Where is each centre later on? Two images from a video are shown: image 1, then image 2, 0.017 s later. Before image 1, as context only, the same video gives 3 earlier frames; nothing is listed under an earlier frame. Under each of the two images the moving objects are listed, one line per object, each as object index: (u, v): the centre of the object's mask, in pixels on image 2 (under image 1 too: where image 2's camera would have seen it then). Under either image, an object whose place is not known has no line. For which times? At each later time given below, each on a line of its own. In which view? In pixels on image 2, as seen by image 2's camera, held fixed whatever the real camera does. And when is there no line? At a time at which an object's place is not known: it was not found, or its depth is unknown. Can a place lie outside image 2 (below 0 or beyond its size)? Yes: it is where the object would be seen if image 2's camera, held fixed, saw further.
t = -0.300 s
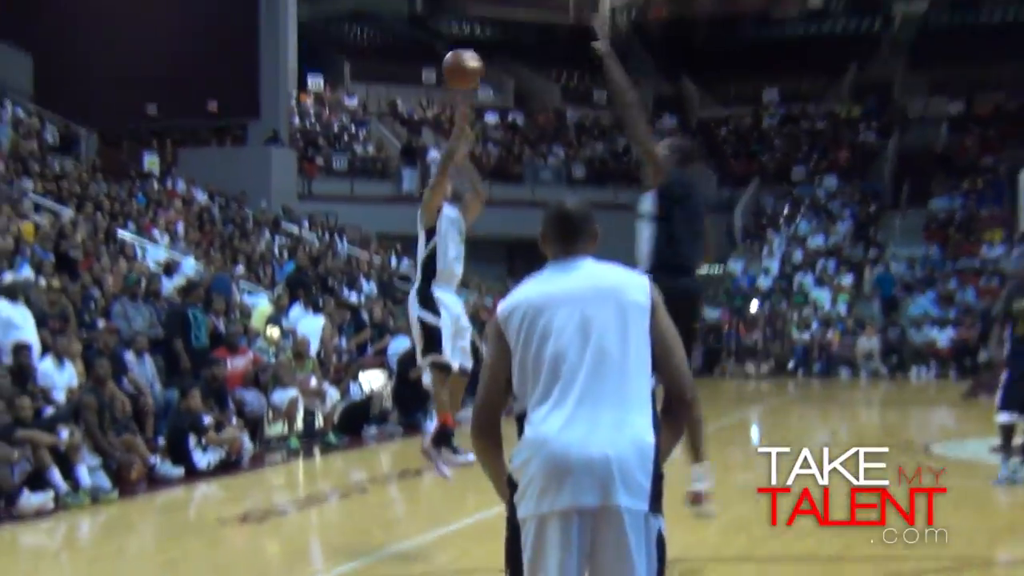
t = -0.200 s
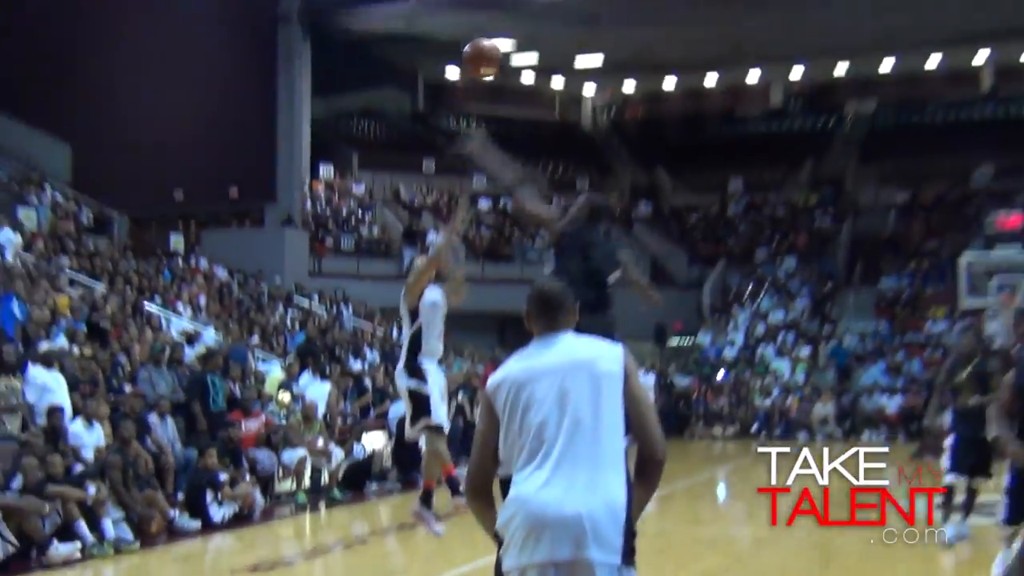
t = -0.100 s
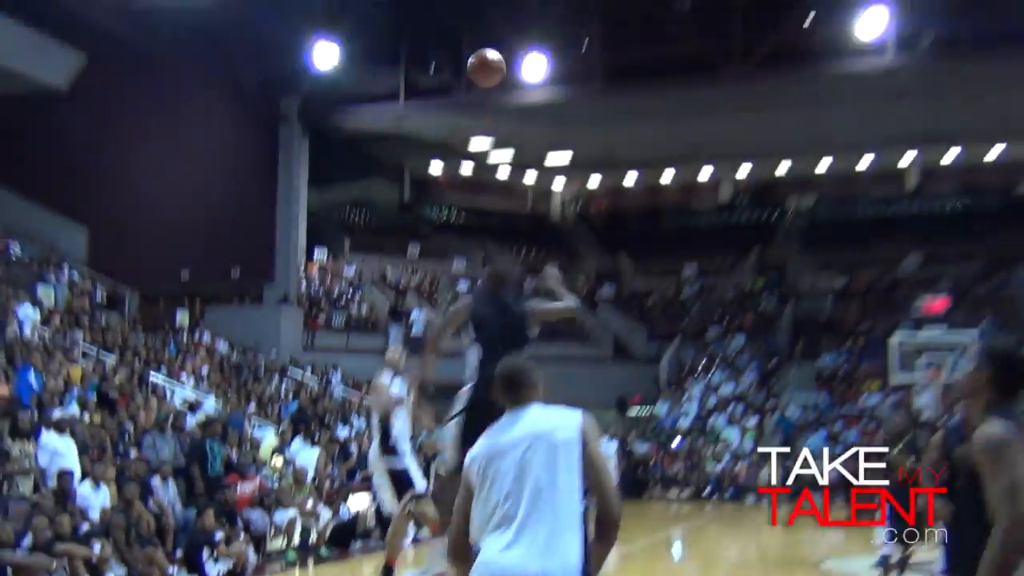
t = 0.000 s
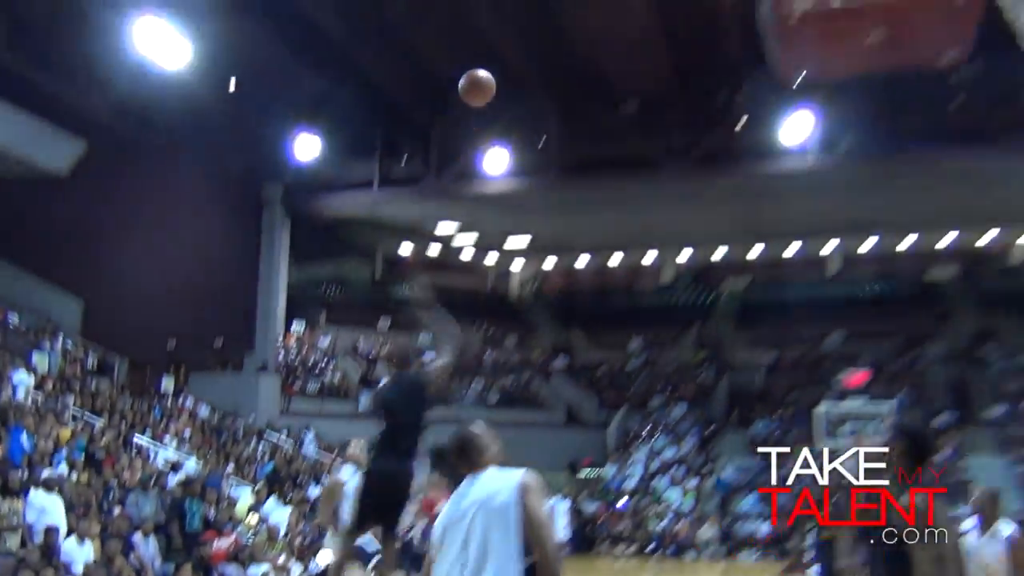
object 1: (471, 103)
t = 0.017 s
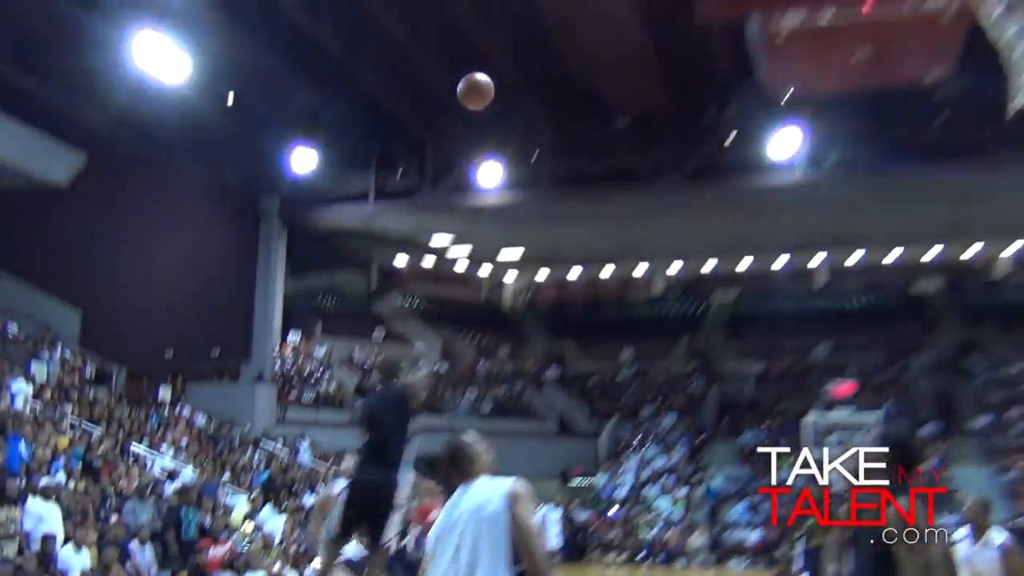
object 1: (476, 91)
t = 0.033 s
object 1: (480, 80)
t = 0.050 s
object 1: (484, 68)
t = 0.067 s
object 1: (488, 57)
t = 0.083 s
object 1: (492, 46)
